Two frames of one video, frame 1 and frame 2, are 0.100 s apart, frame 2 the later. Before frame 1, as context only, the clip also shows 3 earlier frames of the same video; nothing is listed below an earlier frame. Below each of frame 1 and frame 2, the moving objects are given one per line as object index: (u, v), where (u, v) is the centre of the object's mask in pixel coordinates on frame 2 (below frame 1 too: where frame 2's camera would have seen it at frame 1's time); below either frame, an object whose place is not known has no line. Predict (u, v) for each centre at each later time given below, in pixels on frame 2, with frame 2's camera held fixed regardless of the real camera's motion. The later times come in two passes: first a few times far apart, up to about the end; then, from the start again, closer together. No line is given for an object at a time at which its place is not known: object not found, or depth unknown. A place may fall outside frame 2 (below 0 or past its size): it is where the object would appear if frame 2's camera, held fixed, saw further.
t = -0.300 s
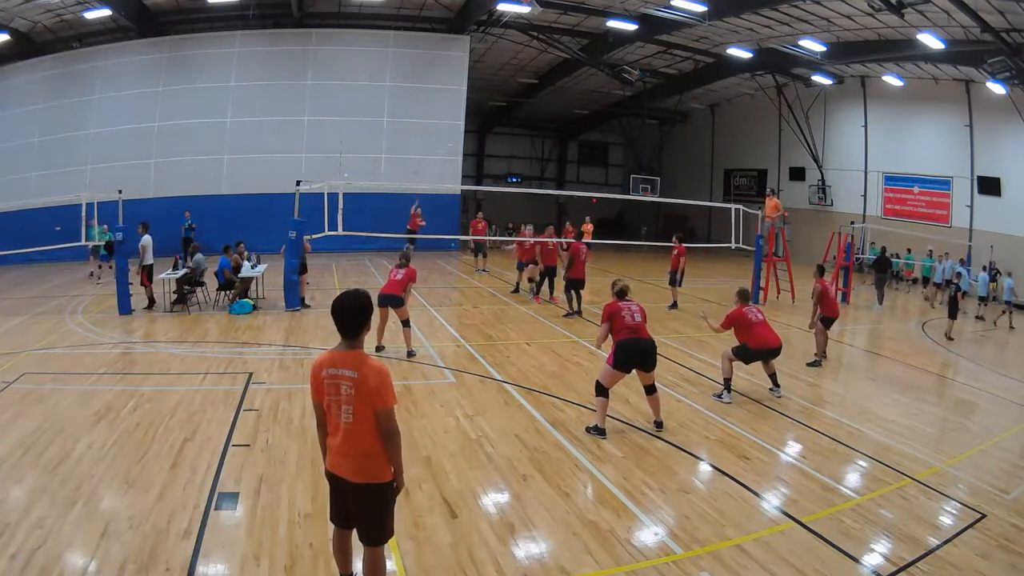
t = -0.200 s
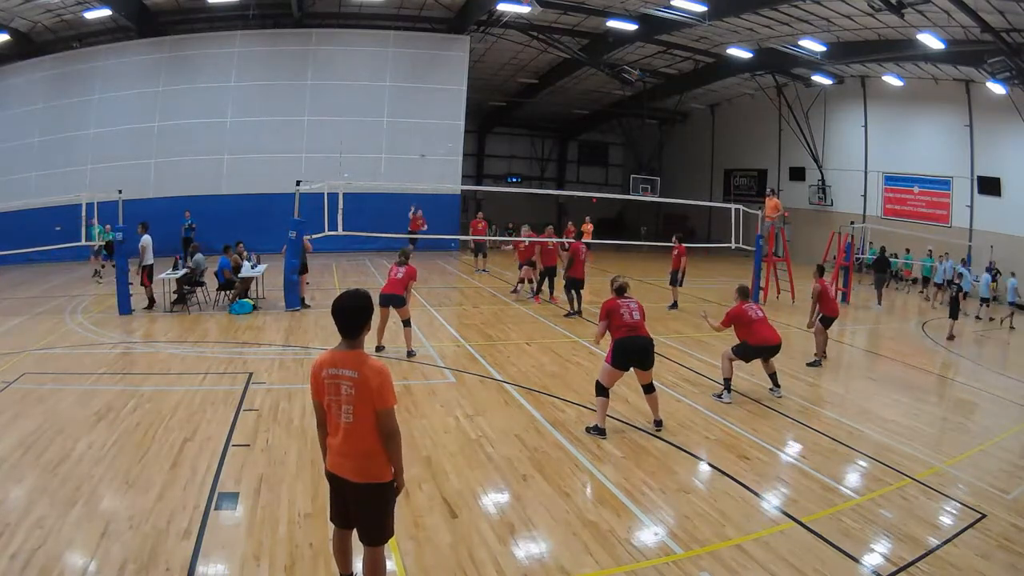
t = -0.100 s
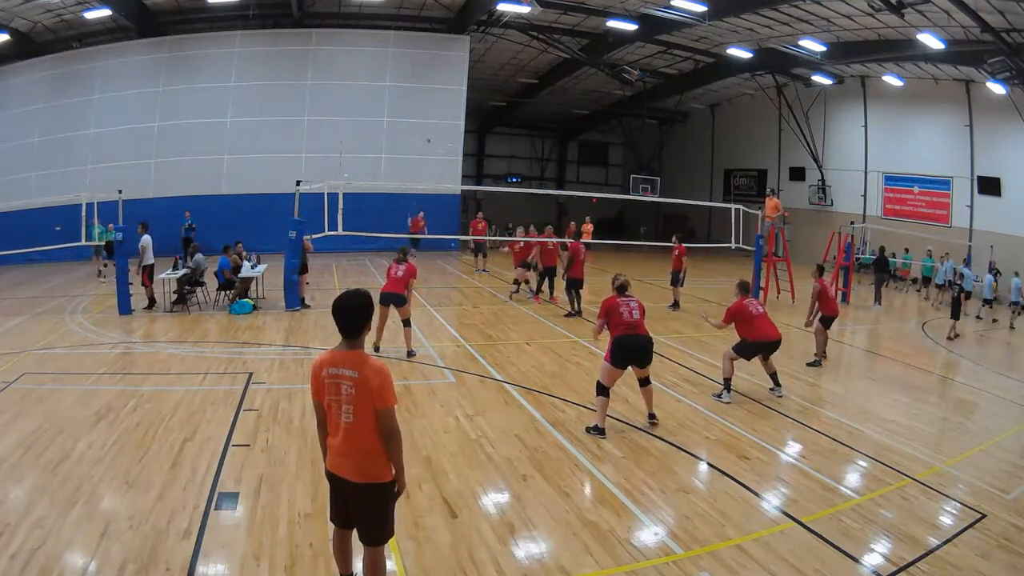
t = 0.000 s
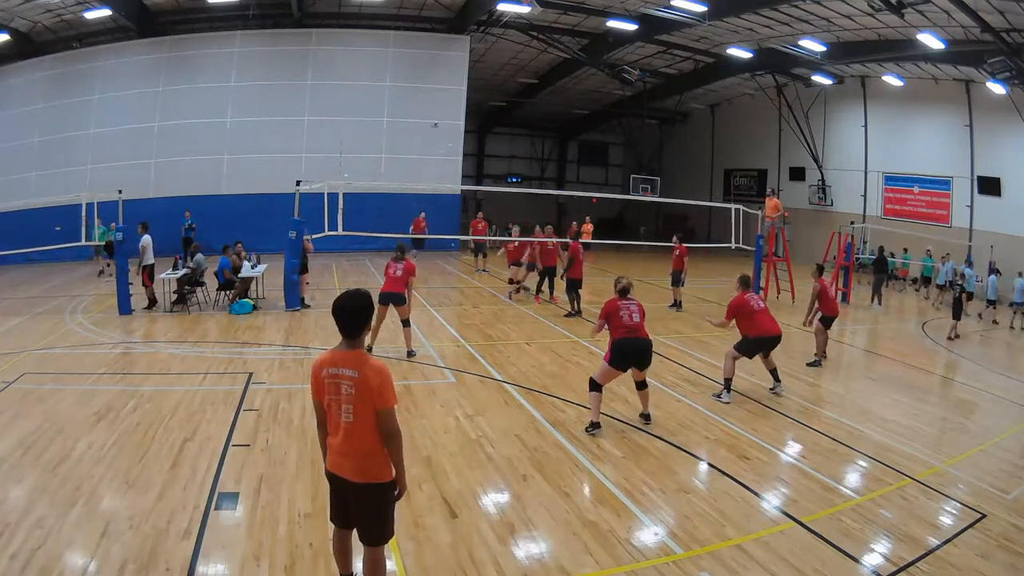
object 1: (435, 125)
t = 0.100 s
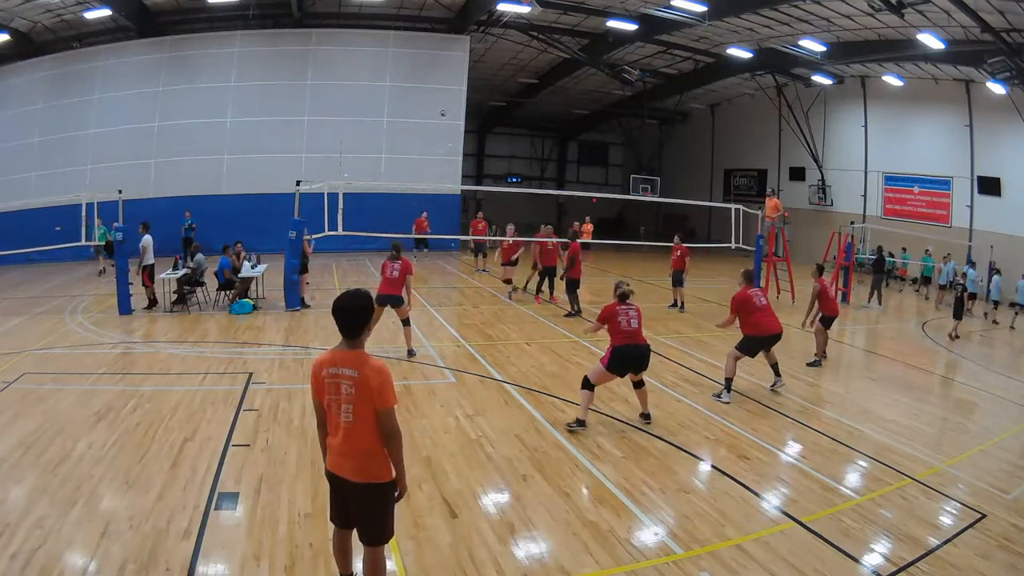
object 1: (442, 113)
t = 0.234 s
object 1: (453, 101)
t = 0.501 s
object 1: (483, 96)
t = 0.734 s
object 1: (520, 135)
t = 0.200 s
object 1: (452, 102)
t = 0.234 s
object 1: (453, 101)
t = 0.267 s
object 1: (457, 97)
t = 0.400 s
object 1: (472, 94)
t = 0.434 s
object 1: (476, 94)
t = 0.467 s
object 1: (479, 95)
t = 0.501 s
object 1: (483, 96)
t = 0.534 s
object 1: (488, 99)
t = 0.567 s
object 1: (493, 102)
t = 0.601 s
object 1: (497, 106)
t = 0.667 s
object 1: (507, 118)
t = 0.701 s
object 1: (514, 126)
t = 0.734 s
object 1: (520, 135)
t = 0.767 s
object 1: (526, 147)
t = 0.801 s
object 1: (534, 161)
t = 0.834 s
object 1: (542, 177)
